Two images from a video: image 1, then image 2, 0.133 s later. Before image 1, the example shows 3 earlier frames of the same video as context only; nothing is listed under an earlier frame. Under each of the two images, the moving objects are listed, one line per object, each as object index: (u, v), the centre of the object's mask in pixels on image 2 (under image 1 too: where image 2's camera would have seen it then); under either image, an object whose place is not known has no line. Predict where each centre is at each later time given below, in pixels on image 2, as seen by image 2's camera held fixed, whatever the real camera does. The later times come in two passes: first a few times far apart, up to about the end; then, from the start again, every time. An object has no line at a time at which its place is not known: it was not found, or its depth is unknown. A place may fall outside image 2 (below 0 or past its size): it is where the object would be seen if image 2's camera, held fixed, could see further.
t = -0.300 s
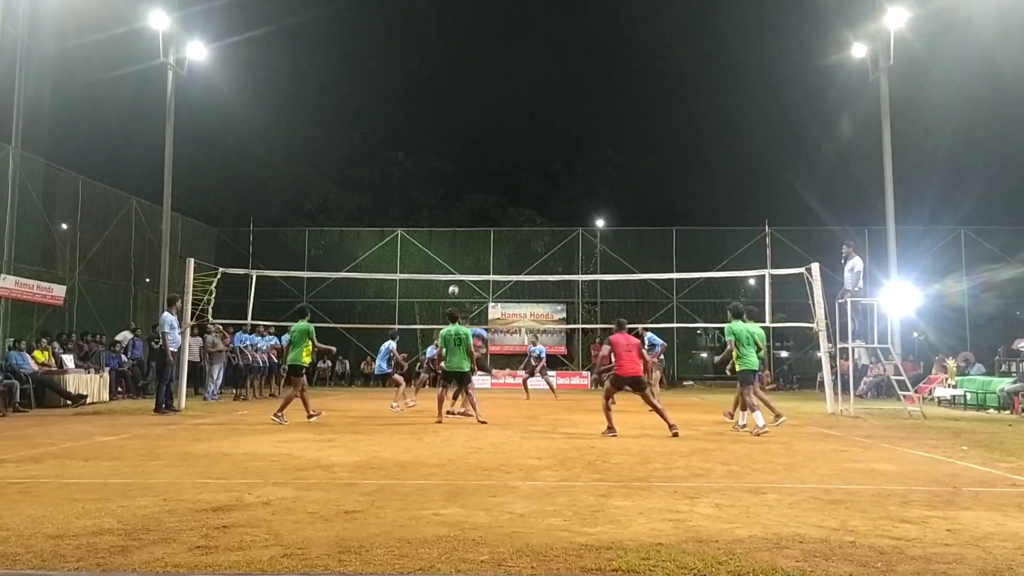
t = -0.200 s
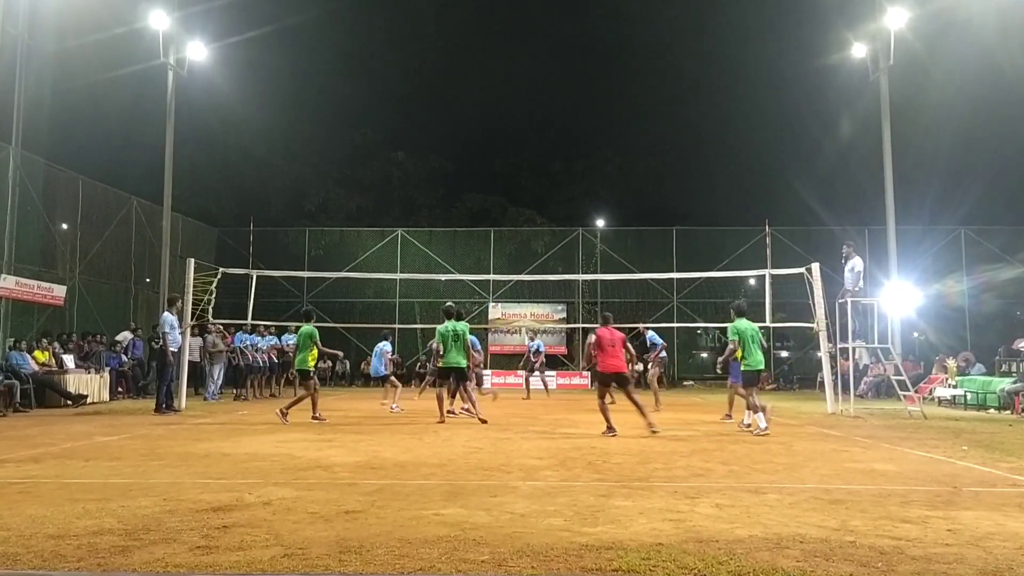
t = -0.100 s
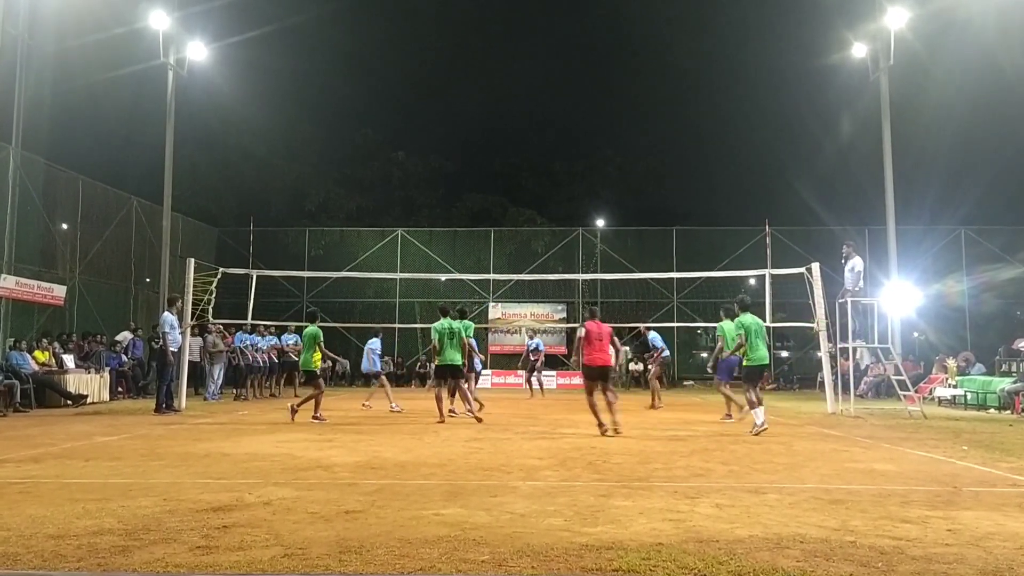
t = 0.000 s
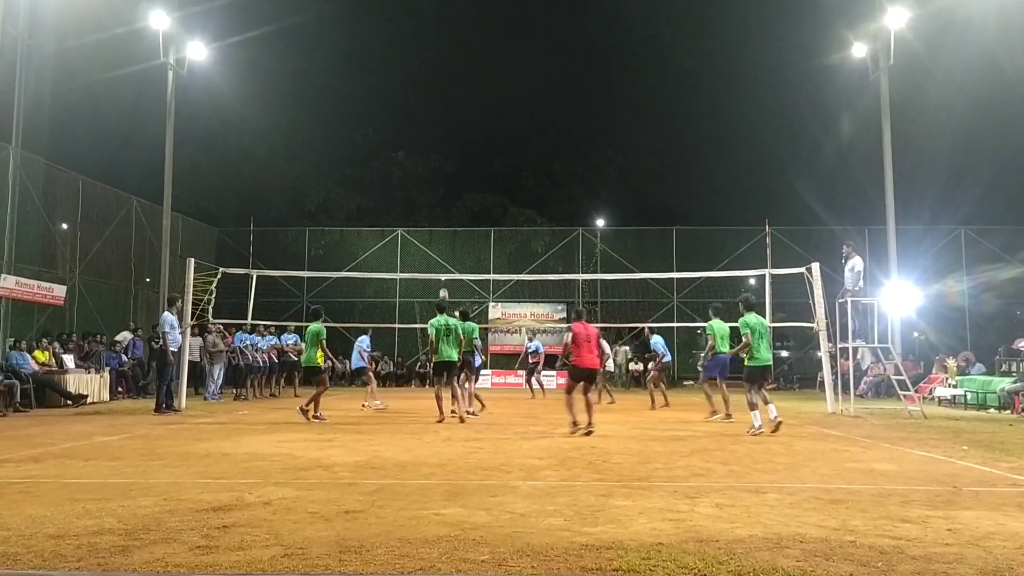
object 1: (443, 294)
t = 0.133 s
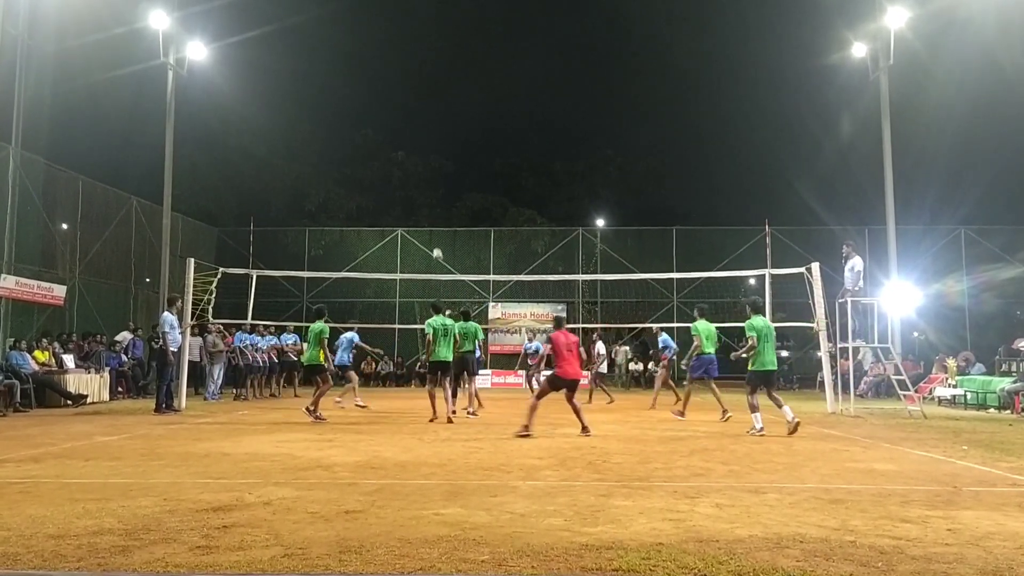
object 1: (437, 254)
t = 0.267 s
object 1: (431, 221)
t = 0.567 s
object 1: (416, 172)
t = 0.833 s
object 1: (400, 161)
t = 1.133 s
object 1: (381, 190)
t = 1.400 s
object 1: (364, 256)
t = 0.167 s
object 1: (436, 245)
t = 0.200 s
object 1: (434, 237)
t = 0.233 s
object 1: (432, 229)
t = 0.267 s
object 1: (431, 221)
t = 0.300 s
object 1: (429, 214)
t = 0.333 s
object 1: (428, 207)
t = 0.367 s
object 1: (426, 200)
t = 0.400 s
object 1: (425, 195)
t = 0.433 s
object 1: (423, 189)
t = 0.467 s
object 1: (421, 184)
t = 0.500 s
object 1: (419, 179)
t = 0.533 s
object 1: (417, 175)
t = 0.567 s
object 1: (416, 172)
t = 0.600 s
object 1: (414, 168)
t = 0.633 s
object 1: (412, 166)
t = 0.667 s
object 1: (410, 164)
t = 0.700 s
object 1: (408, 162)
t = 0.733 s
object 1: (406, 161)
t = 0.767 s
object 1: (404, 160)
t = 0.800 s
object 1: (402, 160)
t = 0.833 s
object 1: (400, 161)
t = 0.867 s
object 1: (398, 162)
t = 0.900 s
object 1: (396, 163)
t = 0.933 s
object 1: (394, 166)
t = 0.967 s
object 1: (392, 168)
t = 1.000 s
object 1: (390, 172)
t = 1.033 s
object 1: (388, 175)
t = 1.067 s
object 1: (386, 180)
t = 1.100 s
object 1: (384, 185)
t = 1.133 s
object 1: (381, 190)
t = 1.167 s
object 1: (379, 196)
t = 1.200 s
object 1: (377, 203)
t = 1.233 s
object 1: (375, 211)
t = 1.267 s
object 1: (373, 219)
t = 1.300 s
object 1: (370, 227)
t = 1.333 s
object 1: (368, 236)
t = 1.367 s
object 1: (365, 246)
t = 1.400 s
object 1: (364, 256)
